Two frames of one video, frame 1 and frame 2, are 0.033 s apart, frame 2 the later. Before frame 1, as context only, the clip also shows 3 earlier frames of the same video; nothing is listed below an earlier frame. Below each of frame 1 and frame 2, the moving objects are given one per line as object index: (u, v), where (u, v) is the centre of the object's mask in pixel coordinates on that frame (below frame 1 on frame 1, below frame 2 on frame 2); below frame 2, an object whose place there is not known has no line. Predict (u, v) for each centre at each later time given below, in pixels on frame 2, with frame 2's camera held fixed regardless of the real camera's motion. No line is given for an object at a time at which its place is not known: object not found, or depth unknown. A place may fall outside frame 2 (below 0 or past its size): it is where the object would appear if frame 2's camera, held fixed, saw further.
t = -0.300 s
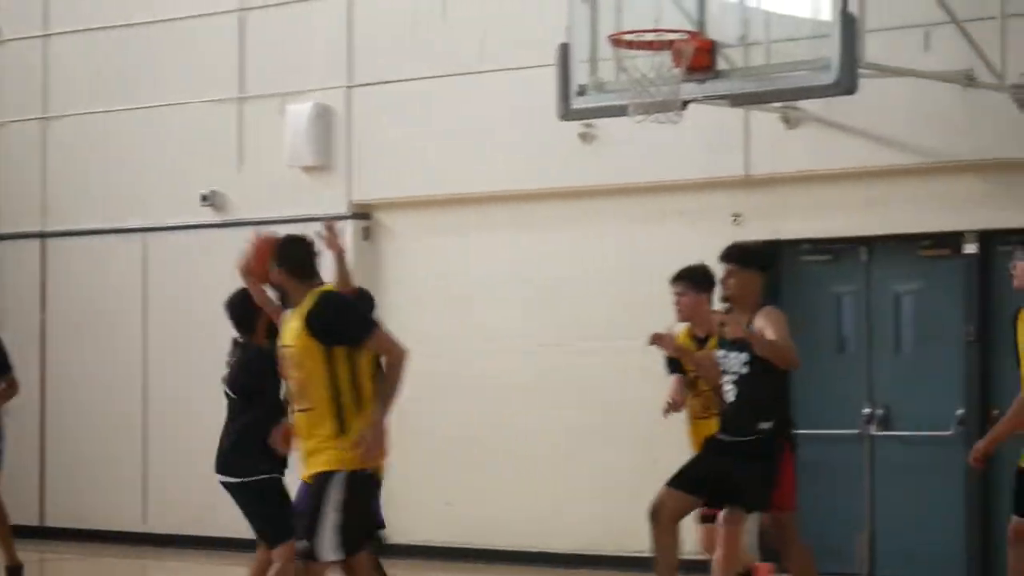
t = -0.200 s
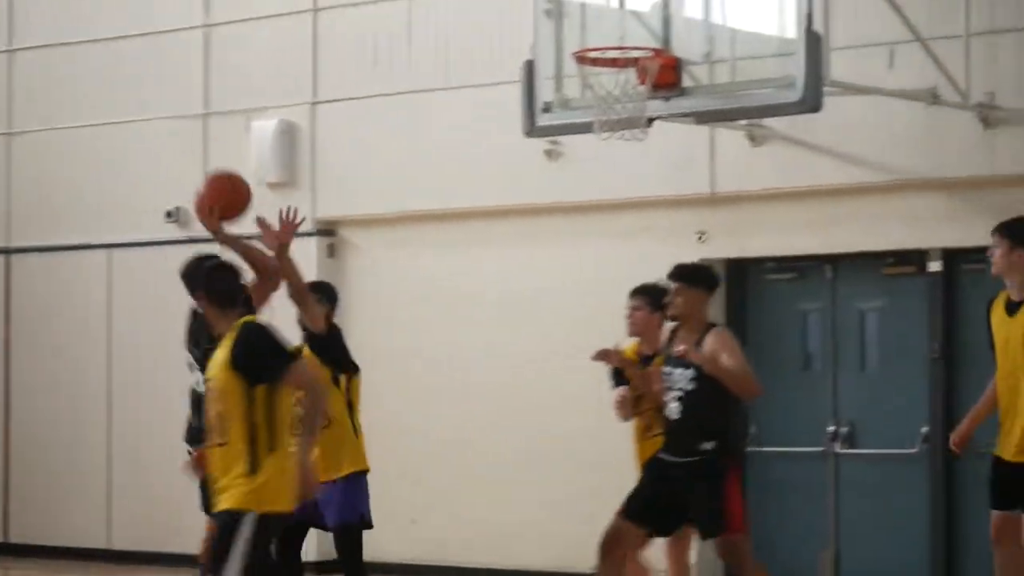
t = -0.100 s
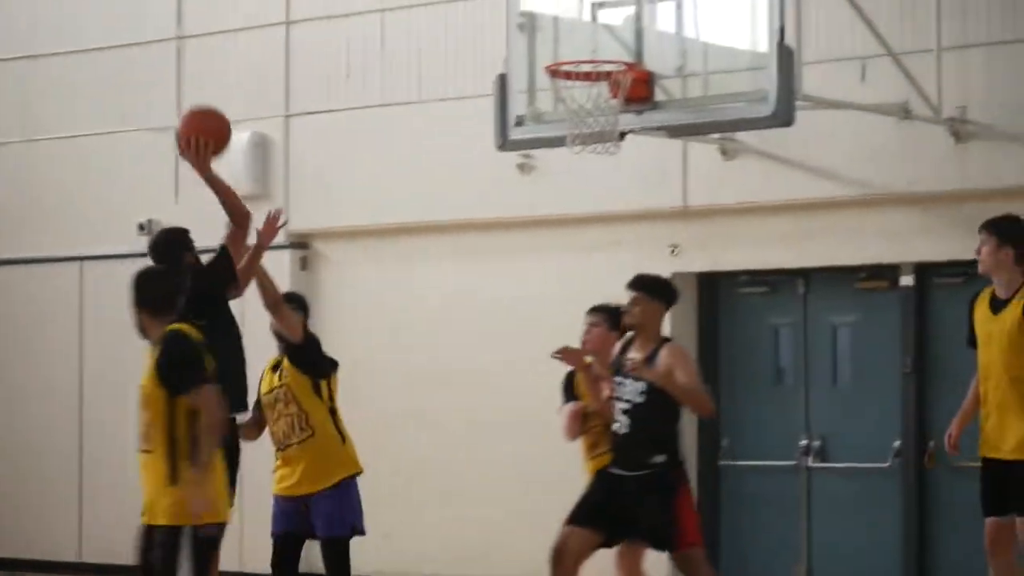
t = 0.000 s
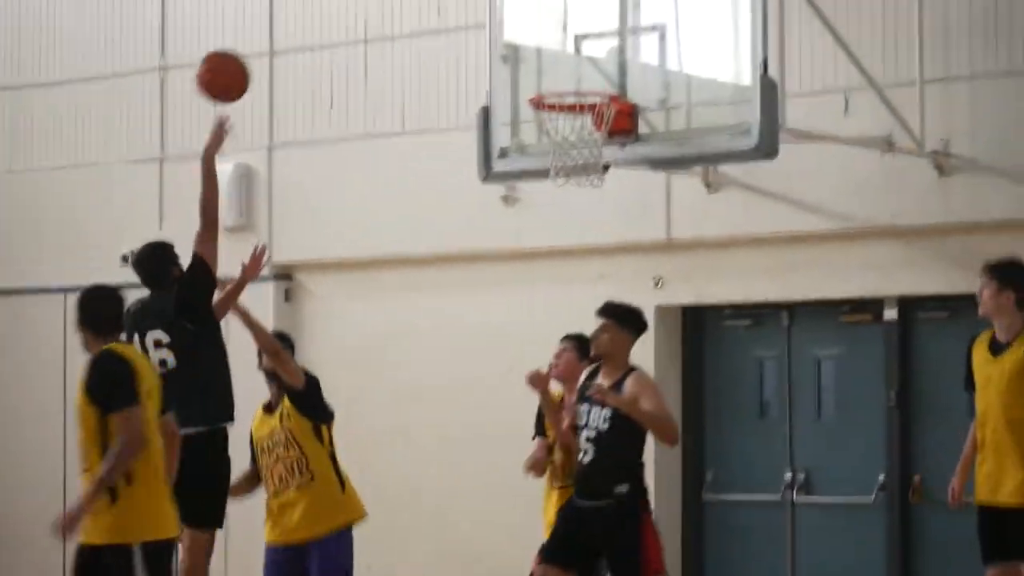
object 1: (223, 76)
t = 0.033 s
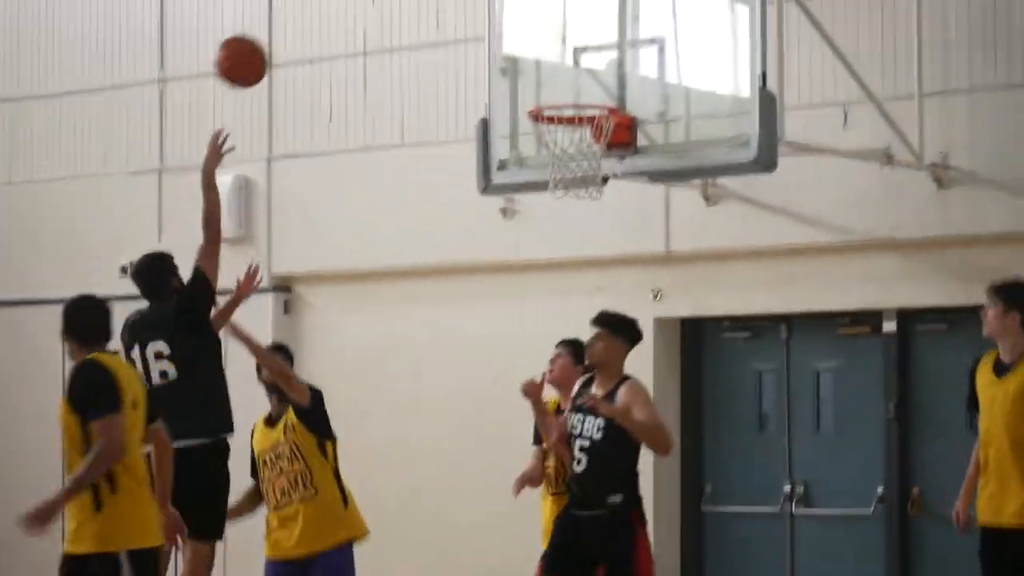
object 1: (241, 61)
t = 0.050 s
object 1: (252, 48)
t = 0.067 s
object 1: (261, 36)
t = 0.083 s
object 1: (270, 25)
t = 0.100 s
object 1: (280, 14)
